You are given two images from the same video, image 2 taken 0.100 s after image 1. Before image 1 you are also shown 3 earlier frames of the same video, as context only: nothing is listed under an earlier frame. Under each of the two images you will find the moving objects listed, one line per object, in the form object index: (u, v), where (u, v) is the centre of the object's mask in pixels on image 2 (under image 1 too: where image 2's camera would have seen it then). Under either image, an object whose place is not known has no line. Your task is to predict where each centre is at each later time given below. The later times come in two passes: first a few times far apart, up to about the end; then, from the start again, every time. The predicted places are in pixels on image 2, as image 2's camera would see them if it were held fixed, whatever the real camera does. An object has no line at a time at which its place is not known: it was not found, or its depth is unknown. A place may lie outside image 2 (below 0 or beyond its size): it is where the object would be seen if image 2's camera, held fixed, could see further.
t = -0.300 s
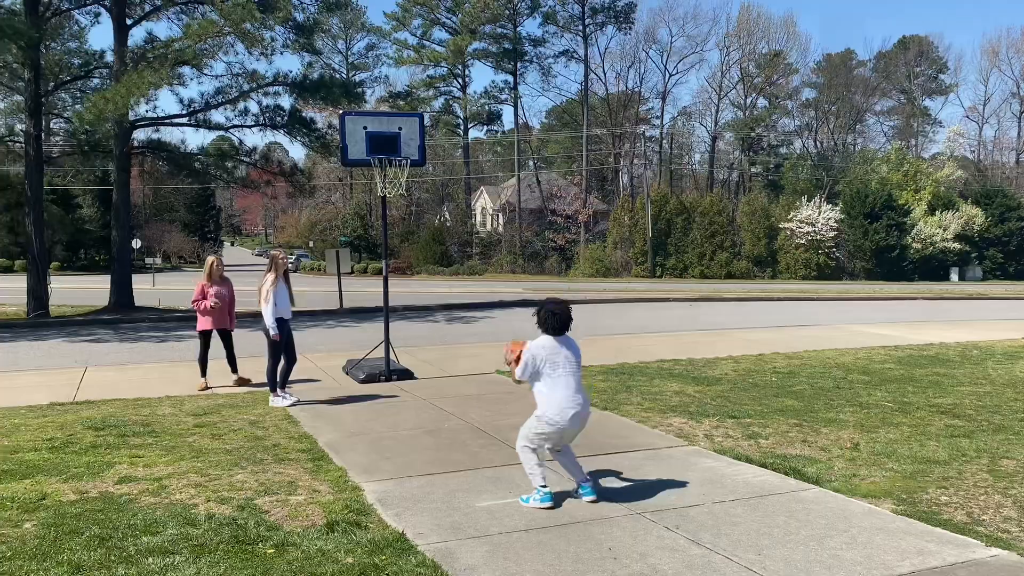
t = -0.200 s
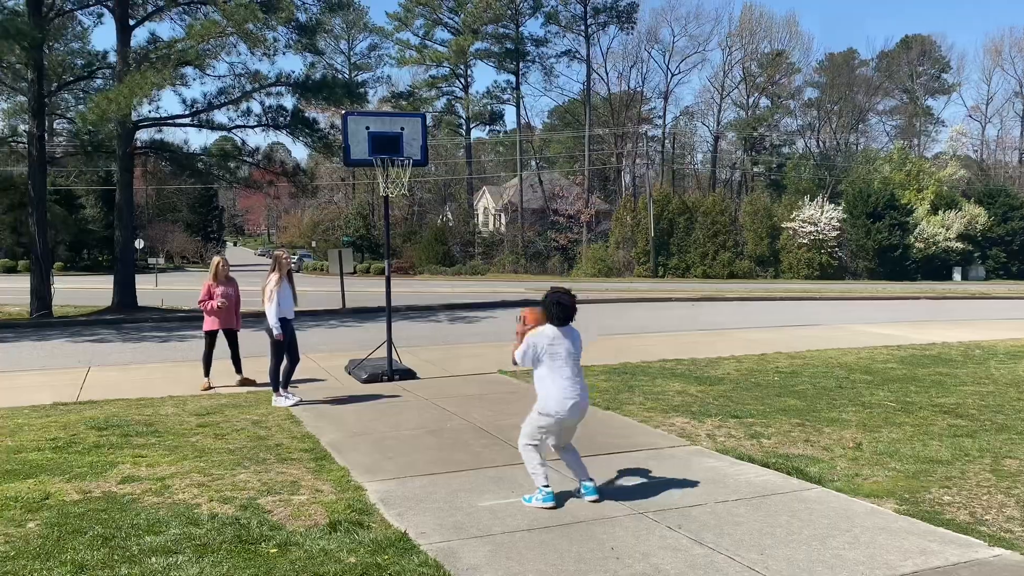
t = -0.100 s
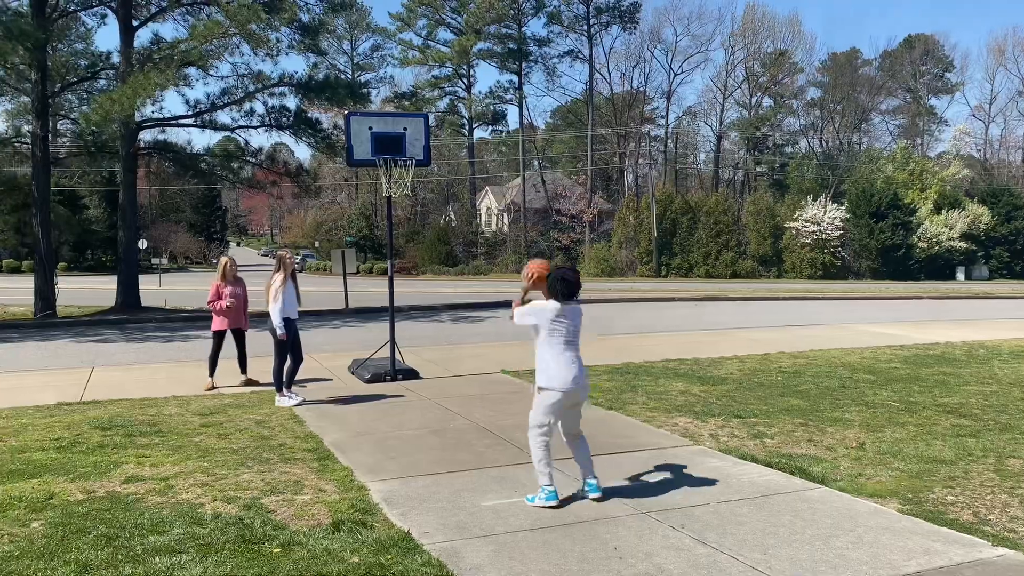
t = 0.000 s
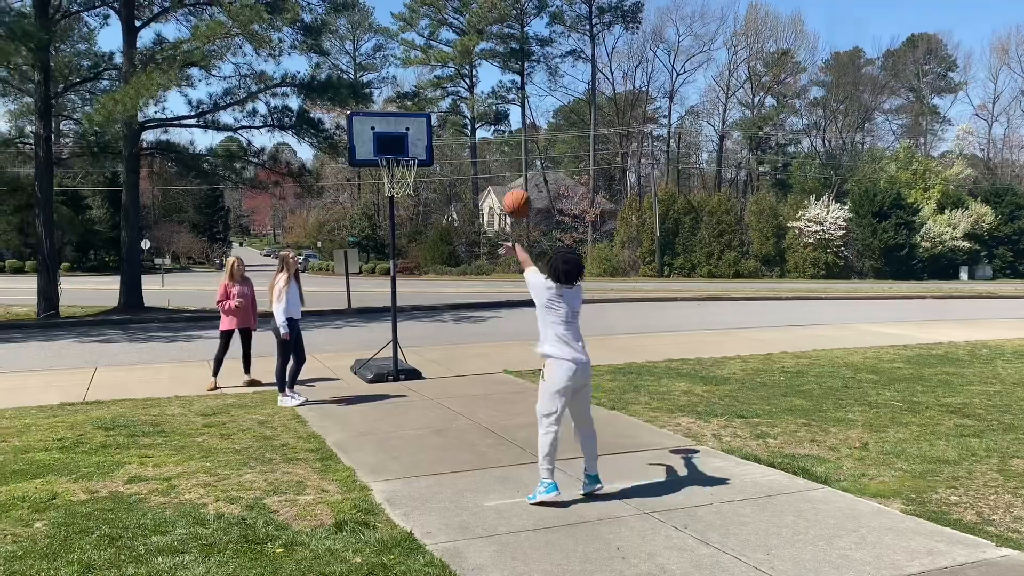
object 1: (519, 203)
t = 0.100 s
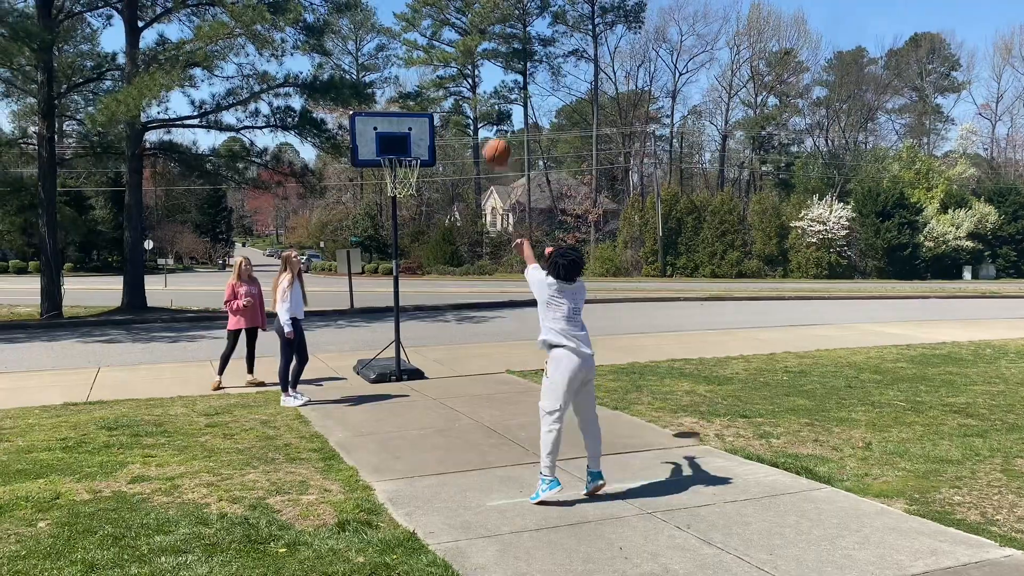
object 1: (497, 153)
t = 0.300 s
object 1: (457, 97)
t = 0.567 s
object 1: (416, 99)
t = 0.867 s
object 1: (383, 170)
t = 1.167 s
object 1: (361, 290)
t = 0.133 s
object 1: (490, 139)
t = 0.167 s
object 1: (482, 127)
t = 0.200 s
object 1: (475, 117)
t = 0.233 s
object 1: (469, 109)
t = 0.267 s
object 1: (463, 102)
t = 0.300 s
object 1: (457, 97)
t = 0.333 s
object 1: (451, 94)
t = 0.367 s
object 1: (445, 90)
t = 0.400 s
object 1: (440, 89)
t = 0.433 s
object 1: (436, 89)
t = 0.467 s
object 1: (431, 90)
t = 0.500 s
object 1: (425, 92)
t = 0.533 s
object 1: (422, 93)
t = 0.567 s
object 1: (416, 99)
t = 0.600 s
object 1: (412, 103)
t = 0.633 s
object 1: (407, 109)
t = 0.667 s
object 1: (405, 116)
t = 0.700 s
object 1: (400, 124)
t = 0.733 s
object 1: (397, 131)
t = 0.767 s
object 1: (394, 141)
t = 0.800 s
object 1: (390, 150)
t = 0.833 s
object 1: (387, 159)
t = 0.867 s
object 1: (383, 170)
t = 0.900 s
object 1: (381, 182)
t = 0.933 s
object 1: (377, 193)
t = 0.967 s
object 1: (375, 205)
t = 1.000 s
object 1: (373, 219)
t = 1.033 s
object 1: (370, 232)
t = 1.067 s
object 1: (367, 246)
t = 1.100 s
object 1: (365, 259)
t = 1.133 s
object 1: (363, 274)
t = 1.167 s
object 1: (361, 290)
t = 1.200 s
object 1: (358, 304)
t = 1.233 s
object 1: (356, 320)
